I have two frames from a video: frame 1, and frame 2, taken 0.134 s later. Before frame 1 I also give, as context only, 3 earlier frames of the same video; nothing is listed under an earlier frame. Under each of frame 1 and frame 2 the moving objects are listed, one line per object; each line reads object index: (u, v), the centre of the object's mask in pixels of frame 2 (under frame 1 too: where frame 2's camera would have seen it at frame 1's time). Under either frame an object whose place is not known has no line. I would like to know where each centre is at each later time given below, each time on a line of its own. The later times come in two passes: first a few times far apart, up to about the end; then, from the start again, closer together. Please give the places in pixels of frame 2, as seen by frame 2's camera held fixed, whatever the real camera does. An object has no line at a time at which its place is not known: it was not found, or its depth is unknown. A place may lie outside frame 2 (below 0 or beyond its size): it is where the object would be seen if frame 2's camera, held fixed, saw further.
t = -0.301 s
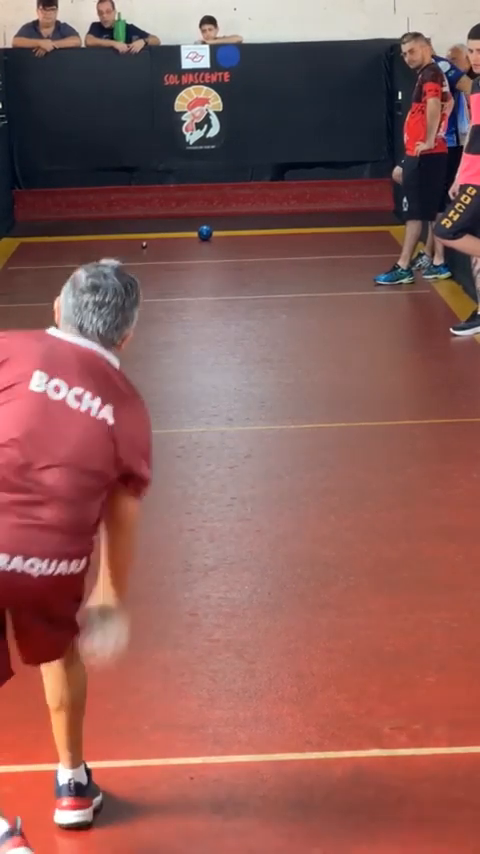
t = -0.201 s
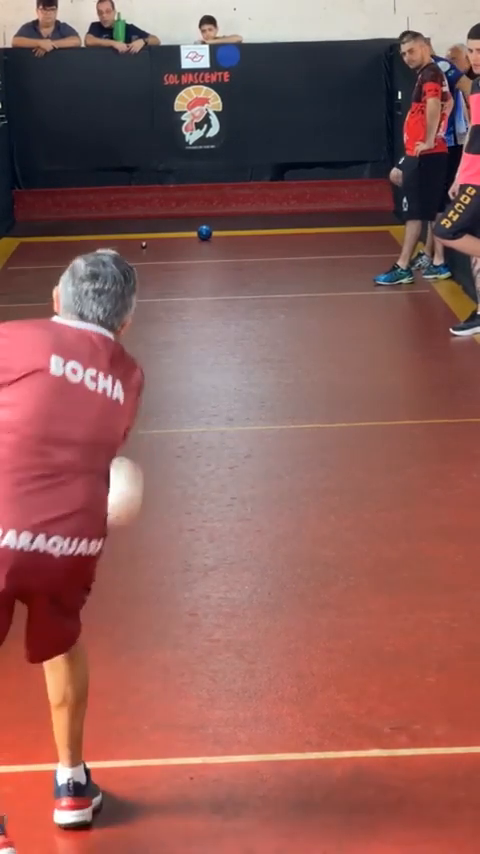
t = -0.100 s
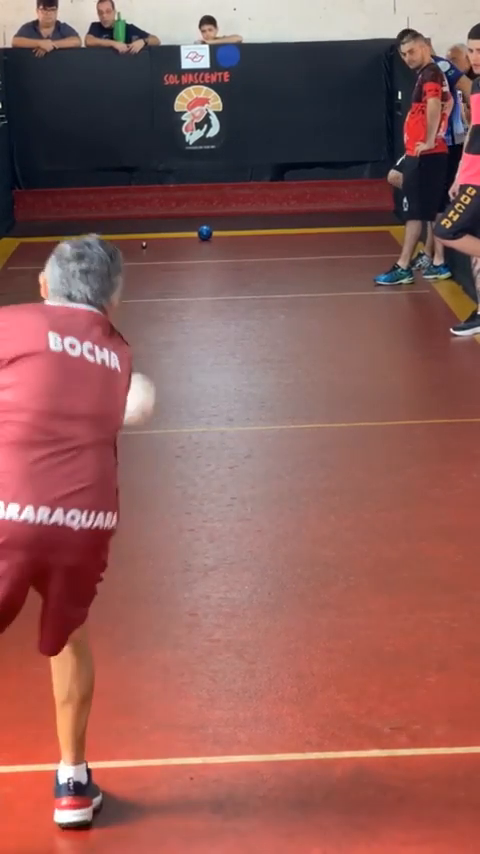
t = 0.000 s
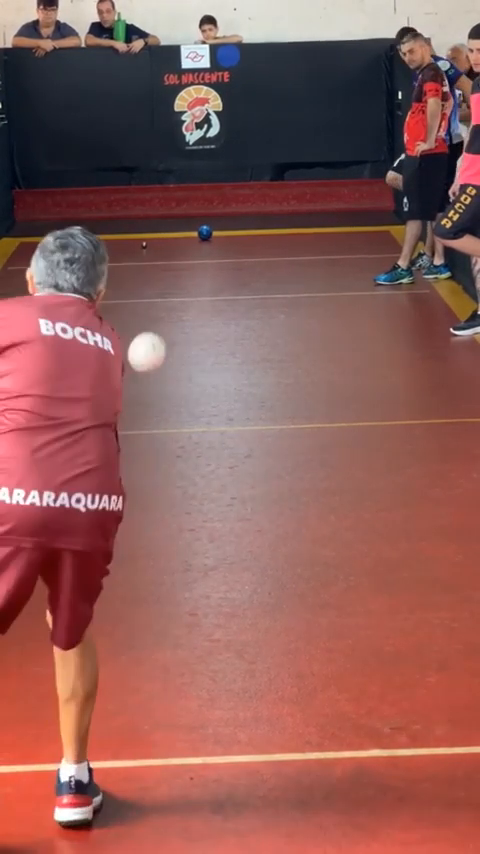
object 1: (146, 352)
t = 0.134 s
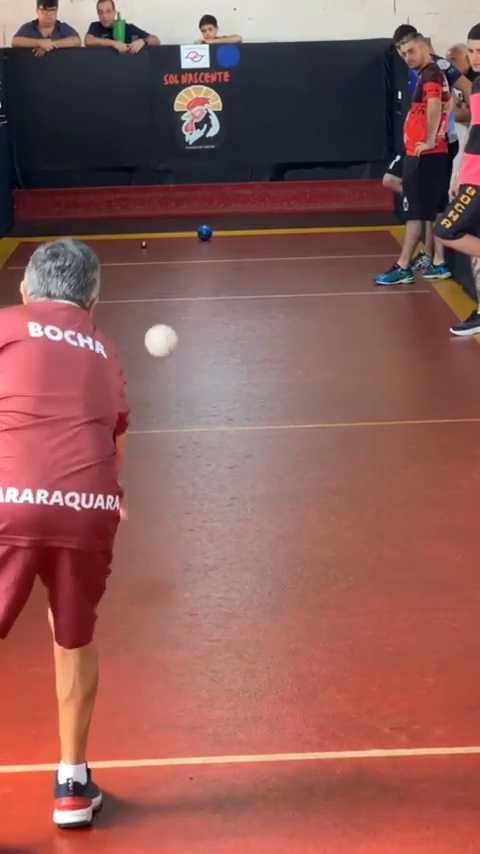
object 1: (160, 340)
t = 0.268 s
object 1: (173, 370)
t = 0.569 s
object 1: (190, 340)
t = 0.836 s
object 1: (200, 310)
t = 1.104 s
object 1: (206, 279)
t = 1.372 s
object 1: (210, 252)
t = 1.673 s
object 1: (234, 229)
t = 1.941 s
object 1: (308, 222)
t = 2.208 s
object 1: (380, 214)
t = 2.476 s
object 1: (387, 210)
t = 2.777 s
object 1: (384, 207)
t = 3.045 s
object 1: (380, 204)
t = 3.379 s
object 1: (381, 206)
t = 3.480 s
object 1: (377, 207)
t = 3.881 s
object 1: (382, 205)
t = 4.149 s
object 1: (382, 205)
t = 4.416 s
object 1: (382, 204)
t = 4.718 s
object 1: (382, 204)
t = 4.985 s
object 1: (382, 204)
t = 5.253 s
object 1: (382, 204)
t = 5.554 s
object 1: (382, 205)
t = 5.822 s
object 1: (382, 204)
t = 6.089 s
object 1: (382, 204)
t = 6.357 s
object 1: (382, 204)
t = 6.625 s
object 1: (382, 204)
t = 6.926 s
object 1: (382, 204)
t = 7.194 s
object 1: (382, 204)
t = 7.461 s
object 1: (381, 205)
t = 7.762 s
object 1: (382, 204)
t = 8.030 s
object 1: (382, 205)
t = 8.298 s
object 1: (382, 204)
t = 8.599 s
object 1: (382, 205)
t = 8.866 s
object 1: (382, 205)
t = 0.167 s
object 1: (163, 344)
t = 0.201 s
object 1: (167, 351)
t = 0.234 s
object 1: (170, 359)
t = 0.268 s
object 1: (173, 370)
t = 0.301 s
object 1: (176, 383)
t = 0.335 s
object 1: (179, 397)
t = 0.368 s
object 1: (182, 412)
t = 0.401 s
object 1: (183, 397)
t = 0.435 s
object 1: (184, 380)
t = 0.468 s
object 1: (185, 366)
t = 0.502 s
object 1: (187, 355)
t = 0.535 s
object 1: (189, 346)
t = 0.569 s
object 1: (190, 340)
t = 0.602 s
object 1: (192, 337)
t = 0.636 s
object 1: (193, 335)
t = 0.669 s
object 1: (195, 335)
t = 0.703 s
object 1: (196, 336)
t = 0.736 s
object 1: (197, 329)
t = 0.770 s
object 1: (198, 321)
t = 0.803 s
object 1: (199, 314)
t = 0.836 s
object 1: (200, 310)
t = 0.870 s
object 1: (201, 308)
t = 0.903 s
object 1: (202, 305)
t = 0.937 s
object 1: (203, 299)
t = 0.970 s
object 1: (203, 296)
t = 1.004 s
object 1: (204, 292)
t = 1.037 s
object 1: (204, 286)
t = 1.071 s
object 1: (205, 284)
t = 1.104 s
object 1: (206, 279)
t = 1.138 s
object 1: (207, 275)
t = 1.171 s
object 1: (207, 272)
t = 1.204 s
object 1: (207, 268)
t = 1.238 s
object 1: (208, 265)
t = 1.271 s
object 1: (208, 262)
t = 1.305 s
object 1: (209, 258)
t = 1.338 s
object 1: (209, 256)
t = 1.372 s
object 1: (210, 252)
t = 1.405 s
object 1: (210, 249)
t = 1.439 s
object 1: (211, 246)
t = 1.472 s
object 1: (212, 243)
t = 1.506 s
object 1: (212, 240)
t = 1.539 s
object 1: (212, 238)
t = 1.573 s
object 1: (212, 236)
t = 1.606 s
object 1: (213, 232)
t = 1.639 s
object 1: (223, 230)
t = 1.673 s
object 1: (234, 229)
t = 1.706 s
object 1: (245, 228)
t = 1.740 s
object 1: (256, 227)
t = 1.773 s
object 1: (266, 226)
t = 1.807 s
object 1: (276, 225)
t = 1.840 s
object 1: (286, 224)
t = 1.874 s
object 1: (292, 225)
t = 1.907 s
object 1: (307, 220)
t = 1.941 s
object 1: (308, 222)
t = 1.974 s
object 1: (328, 219)
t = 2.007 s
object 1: (333, 218)
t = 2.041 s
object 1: (342, 217)
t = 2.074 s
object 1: (350, 217)
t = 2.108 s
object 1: (358, 216)
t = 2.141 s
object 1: (366, 216)
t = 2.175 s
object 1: (373, 214)
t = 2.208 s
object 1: (380, 214)
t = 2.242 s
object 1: (387, 213)
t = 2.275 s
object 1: (393, 212)
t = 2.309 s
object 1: (392, 212)
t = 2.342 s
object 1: (390, 212)
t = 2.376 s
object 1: (389, 211)
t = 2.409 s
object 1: (387, 211)
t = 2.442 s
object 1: (387, 211)
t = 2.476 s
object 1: (387, 210)
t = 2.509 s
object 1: (386, 210)
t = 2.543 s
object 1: (386, 209)
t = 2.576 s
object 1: (386, 209)
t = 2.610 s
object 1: (386, 209)
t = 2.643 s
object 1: (385, 209)
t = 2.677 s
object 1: (385, 208)
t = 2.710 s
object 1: (385, 207)
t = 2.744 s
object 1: (385, 207)
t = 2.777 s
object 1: (384, 207)
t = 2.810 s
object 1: (384, 206)
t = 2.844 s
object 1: (384, 206)
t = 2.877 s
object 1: (383, 206)
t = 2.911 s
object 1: (383, 205)
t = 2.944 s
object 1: (383, 205)
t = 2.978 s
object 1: (381, 204)
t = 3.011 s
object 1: (381, 204)
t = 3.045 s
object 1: (380, 204)
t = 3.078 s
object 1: (380, 205)
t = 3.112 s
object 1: (380, 205)
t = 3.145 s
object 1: (380, 205)
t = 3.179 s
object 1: (380, 205)
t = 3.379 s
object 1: (381, 206)
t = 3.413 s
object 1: (379, 206)
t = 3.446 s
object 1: (378, 206)
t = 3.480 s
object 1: (377, 207)
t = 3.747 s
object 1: (381, 204)
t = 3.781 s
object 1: (382, 204)
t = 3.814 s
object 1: (382, 205)
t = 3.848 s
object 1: (382, 205)
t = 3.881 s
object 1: (382, 205)
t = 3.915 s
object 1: (382, 205)
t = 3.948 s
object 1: (382, 204)
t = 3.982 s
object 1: (382, 205)
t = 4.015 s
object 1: (382, 204)
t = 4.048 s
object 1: (382, 204)
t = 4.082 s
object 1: (382, 205)
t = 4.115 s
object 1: (382, 205)
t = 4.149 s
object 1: (382, 205)
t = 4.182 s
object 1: (382, 205)
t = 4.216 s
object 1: (382, 205)
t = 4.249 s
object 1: (382, 204)
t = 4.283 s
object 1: (382, 204)
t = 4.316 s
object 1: (382, 204)
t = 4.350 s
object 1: (382, 204)
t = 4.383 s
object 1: (382, 204)
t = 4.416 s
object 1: (382, 204)
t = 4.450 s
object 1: (382, 204)
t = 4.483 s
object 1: (382, 205)
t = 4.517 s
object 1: (382, 204)
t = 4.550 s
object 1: (382, 205)
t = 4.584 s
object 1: (382, 205)
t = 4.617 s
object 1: (382, 204)
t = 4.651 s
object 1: (382, 205)
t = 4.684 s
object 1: (382, 204)
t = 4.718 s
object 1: (382, 204)
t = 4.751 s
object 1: (382, 204)
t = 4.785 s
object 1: (382, 205)
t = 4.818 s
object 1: (382, 205)
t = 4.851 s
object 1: (382, 205)
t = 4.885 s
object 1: (382, 205)
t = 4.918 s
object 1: (382, 205)
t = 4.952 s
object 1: (382, 204)
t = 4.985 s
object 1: (382, 204)
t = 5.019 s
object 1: (382, 204)
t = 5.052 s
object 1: (382, 205)
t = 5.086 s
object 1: (382, 205)
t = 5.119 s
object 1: (382, 205)
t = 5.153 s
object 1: (382, 204)
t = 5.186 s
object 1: (382, 205)
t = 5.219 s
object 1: (382, 204)
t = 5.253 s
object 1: (382, 204)
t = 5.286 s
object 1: (382, 205)
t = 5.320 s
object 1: (382, 205)
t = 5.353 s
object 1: (382, 204)
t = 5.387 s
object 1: (382, 205)
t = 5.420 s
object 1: (382, 205)
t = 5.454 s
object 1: (382, 204)
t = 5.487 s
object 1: (382, 204)
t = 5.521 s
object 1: (382, 204)
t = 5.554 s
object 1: (382, 205)
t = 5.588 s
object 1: (382, 204)
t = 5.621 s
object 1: (382, 204)
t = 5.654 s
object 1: (382, 205)
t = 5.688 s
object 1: (382, 204)
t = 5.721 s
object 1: (382, 204)
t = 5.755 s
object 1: (382, 204)
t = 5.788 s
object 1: (382, 204)
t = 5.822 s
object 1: (382, 204)
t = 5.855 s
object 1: (382, 204)
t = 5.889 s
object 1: (382, 205)
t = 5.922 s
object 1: (382, 204)
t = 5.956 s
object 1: (382, 205)
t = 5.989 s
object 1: (382, 204)
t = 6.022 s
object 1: (382, 204)
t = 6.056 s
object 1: (382, 204)
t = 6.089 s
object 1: (382, 204)
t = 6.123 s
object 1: (382, 204)
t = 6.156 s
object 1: (382, 205)
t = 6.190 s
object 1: (382, 204)
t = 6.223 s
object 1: (381, 205)
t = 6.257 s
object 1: (382, 204)
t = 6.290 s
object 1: (381, 205)
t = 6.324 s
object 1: (382, 205)
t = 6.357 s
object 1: (382, 204)
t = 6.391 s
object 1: (382, 204)
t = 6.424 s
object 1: (382, 204)
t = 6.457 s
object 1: (381, 205)
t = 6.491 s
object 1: (381, 205)
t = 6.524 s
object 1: (382, 204)
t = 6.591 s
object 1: (382, 204)
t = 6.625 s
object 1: (382, 204)
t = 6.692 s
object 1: (382, 205)
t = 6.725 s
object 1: (382, 204)
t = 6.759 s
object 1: (382, 205)
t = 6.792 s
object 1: (382, 205)
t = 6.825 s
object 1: (381, 205)
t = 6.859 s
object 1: (382, 204)
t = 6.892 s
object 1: (382, 205)
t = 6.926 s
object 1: (382, 204)
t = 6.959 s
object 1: (381, 205)
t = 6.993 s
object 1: (381, 204)
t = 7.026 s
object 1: (382, 204)
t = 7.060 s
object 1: (382, 205)
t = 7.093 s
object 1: (381, 205)
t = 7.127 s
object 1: (382, 205)
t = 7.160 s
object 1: (382, 204)
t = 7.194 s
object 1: (382, 204)
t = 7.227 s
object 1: (382, 204)
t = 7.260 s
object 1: (382, 205)
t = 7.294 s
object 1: (382, 205)
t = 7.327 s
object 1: (382, 205)
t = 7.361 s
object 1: (382, 204)
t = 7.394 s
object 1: (382, 204)
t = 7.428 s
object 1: (381, 204)
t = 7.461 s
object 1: (381, 205)
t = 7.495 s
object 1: (382, 205)
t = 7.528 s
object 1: (382, 205)
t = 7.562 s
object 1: (382, 204)
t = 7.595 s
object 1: (382, 204)
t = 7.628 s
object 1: (382, 204)
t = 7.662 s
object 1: (382, 204)
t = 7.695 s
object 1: (382, 205)
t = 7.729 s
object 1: (382, 205)
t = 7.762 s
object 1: (382, 204)
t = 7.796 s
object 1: (382, 205)
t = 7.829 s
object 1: (382, 204)
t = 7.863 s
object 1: (382, 204)
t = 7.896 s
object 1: (382, 205)
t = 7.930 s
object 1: (381, 205)
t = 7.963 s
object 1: (382, 205)
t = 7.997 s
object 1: (382, 205)
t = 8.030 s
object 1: (382, 205)
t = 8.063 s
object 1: (382, 204)
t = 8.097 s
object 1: (382, 205)
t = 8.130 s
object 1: (382, 205)
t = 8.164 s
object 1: (382, 205)
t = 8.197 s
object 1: (382, 205)
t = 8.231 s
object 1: (382, 205)
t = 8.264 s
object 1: (382, 205)
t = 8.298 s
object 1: (382, 204)
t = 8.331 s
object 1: (382, 205)
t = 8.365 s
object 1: (382, 205)
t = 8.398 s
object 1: (382, 204)
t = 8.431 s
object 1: (382, 205)
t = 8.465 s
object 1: (382, 205)
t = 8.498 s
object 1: (382, 205)
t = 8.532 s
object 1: (381, 205)
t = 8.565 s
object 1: (382, 204)
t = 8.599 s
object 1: (382, 205)
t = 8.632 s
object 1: (382, 205)
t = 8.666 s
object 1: (382, 205)
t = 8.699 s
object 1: (382, 205)
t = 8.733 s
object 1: (381, 205)
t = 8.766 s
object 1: (382, 205)
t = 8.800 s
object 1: (382, 205)
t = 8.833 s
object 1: (382, 205)
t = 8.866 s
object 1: (382, 205)
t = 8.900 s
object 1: (382, 205)
